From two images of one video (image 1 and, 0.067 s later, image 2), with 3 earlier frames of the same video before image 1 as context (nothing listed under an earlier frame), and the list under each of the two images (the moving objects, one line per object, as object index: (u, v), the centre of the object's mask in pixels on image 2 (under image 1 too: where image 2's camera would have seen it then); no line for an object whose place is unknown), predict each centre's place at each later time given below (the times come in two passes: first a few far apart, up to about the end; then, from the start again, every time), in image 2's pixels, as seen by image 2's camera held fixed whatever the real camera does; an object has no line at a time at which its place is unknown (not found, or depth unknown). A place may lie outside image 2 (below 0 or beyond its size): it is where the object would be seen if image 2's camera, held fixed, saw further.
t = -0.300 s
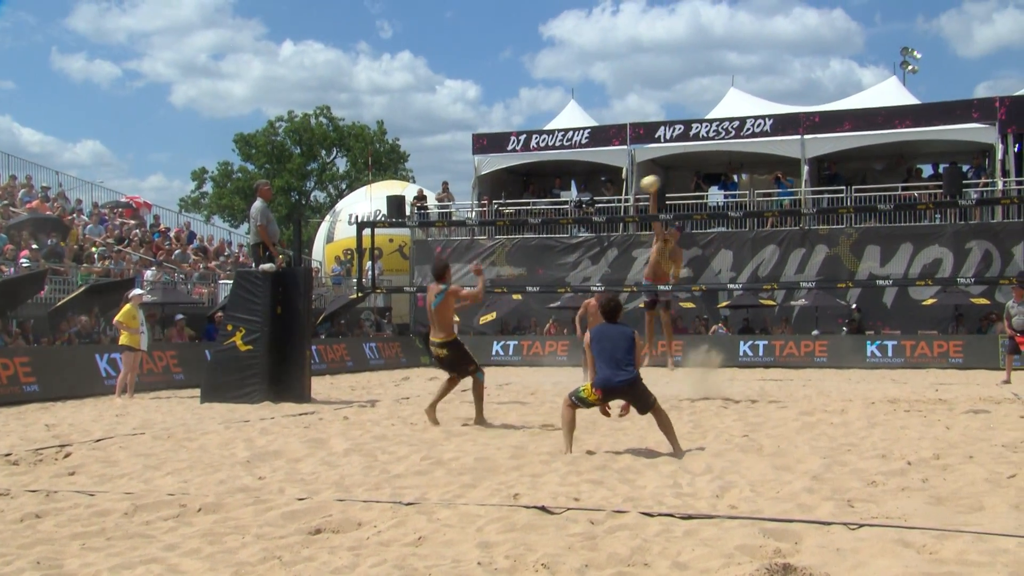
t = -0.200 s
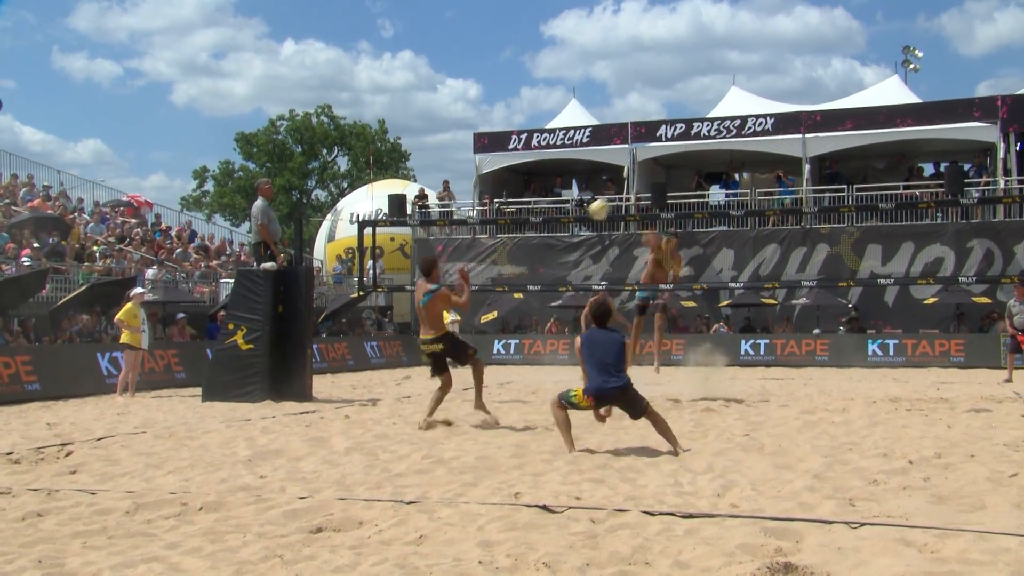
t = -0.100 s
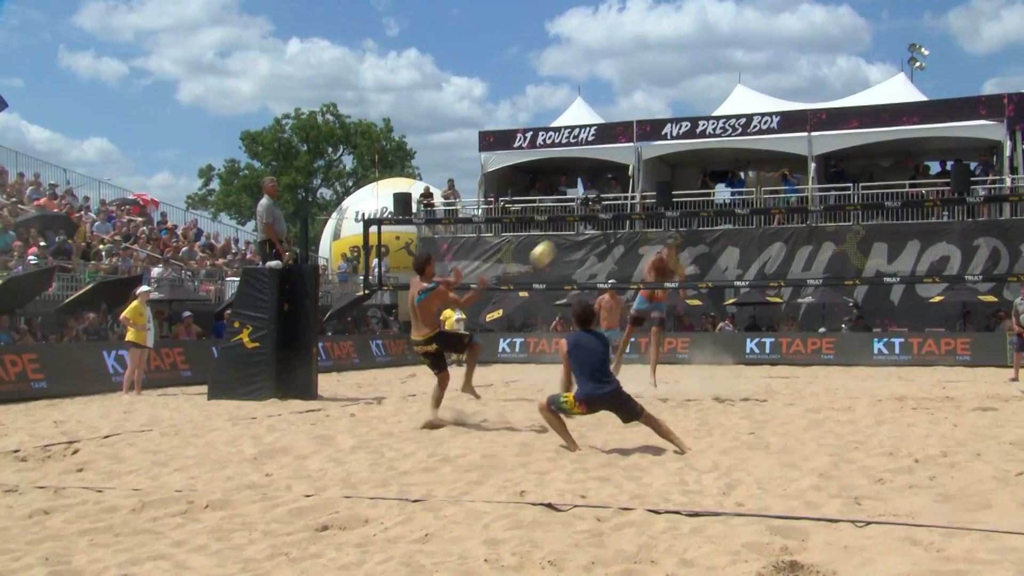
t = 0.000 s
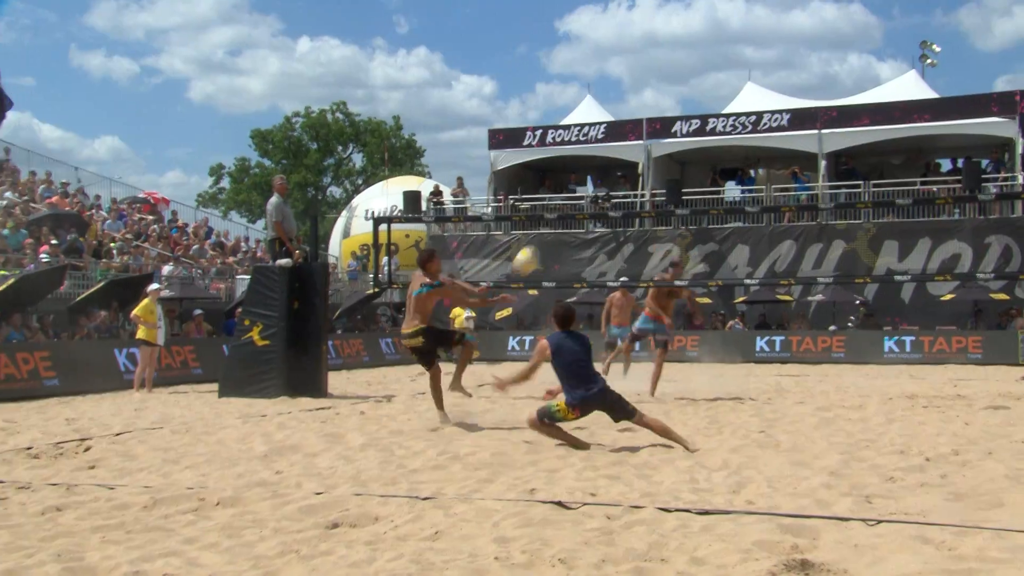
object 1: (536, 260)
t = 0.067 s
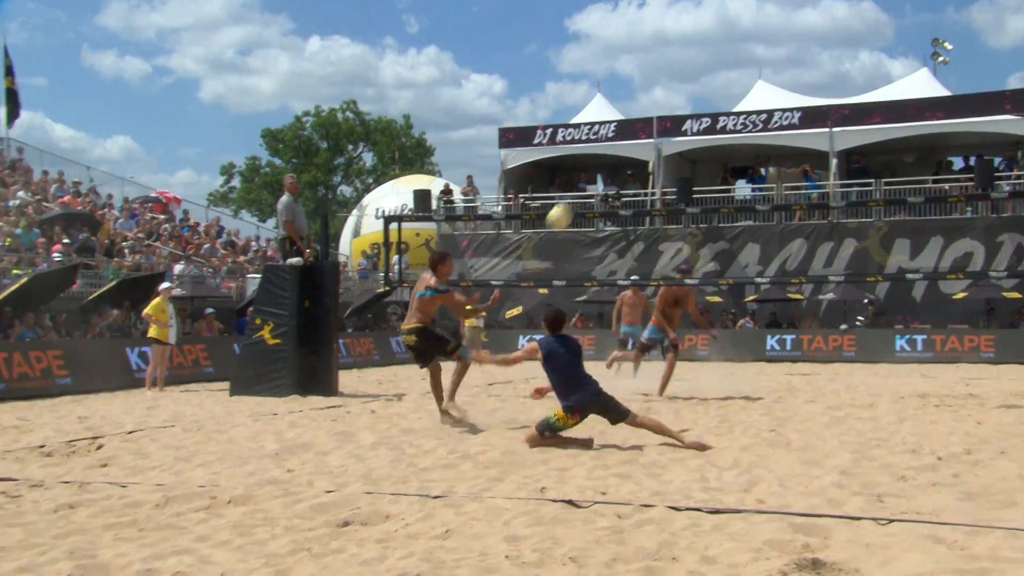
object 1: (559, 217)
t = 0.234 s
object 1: (622, 128)
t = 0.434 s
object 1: (702, 52)
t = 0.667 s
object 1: (806, 20)
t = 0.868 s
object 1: (903, 53)
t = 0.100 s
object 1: (571, 198)
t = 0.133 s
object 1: (583, 178)
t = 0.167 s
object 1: (595, 162)
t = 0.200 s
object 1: (608, 145)
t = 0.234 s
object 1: (622, 128)
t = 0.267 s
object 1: (634, 113)
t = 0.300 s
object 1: (648, 98)
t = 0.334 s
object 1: (661, 85)
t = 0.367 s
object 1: (675, 73)
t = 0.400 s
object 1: (688, 62)
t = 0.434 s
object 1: (702, 52)
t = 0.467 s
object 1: (716, 43)
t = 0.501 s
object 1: (730, 36)
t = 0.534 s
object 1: (745, 30)
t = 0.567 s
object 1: (760, 26)
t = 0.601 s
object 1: (775, 21)
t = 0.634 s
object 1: (790, 20)
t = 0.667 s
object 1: (806, 20)
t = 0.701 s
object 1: (822, 21)
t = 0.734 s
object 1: (838, 24)
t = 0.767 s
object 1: (854, 29)
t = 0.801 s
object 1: (870, 35)
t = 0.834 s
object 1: (887, 44)
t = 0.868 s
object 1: (903, 53)
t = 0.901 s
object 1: (921, 65)
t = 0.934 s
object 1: (940, 82)
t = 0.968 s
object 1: (957, 99)
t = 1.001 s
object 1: (975, 119)
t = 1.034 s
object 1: (993, 140)
